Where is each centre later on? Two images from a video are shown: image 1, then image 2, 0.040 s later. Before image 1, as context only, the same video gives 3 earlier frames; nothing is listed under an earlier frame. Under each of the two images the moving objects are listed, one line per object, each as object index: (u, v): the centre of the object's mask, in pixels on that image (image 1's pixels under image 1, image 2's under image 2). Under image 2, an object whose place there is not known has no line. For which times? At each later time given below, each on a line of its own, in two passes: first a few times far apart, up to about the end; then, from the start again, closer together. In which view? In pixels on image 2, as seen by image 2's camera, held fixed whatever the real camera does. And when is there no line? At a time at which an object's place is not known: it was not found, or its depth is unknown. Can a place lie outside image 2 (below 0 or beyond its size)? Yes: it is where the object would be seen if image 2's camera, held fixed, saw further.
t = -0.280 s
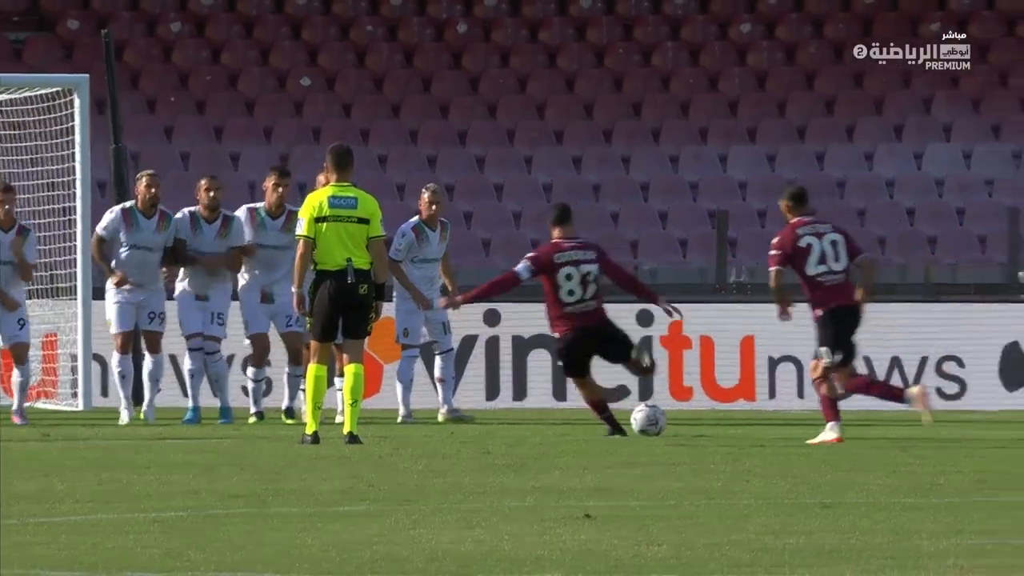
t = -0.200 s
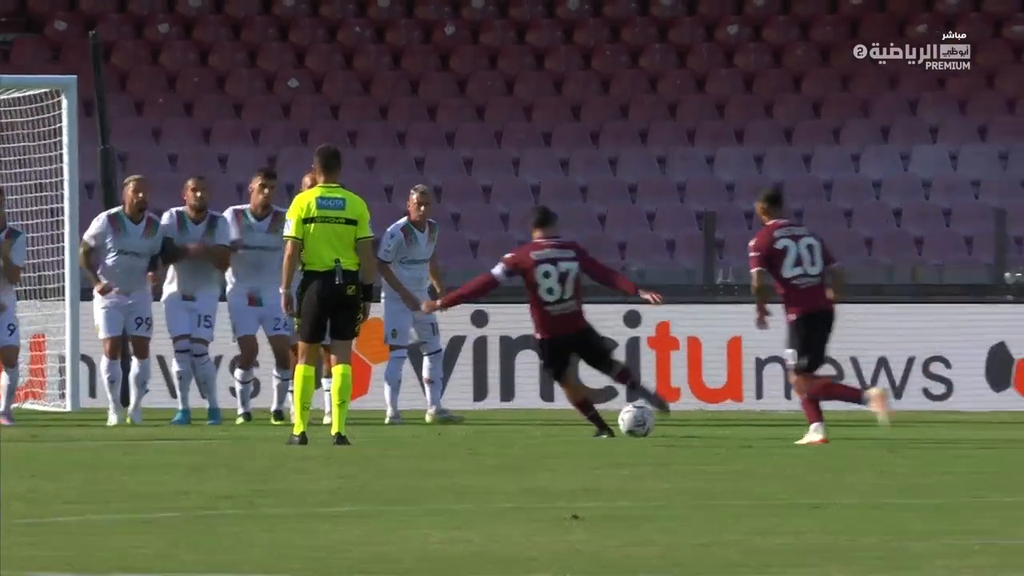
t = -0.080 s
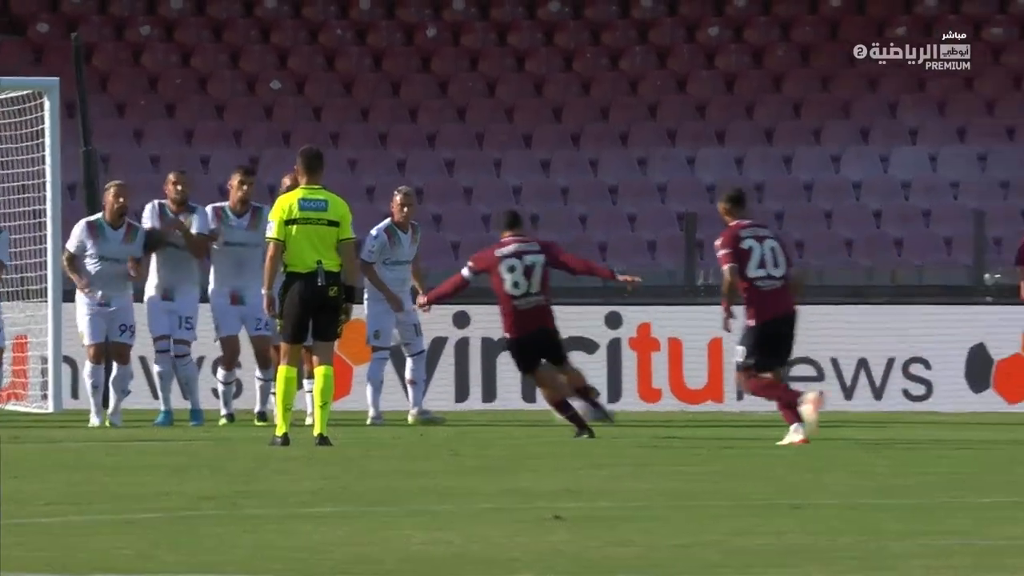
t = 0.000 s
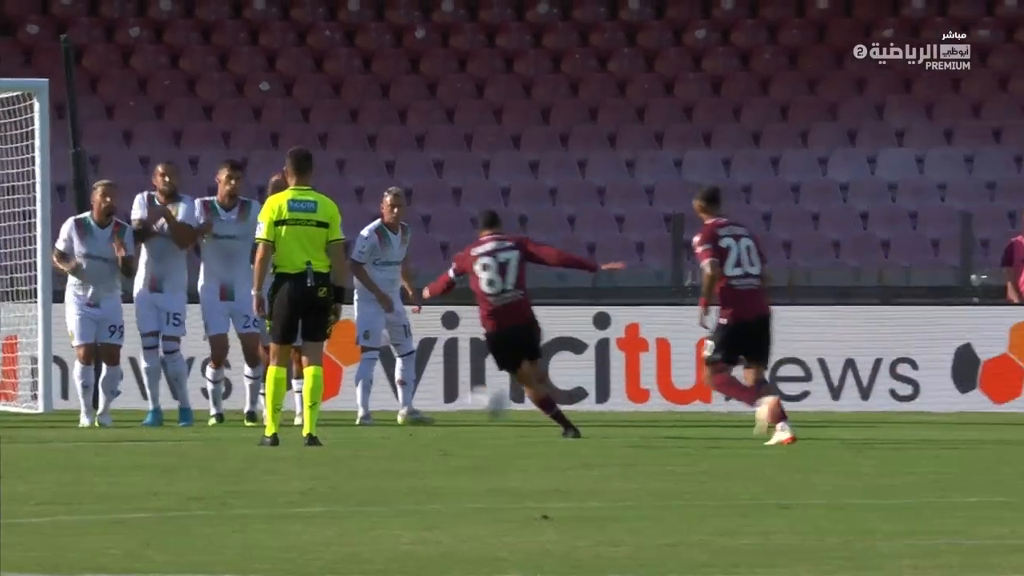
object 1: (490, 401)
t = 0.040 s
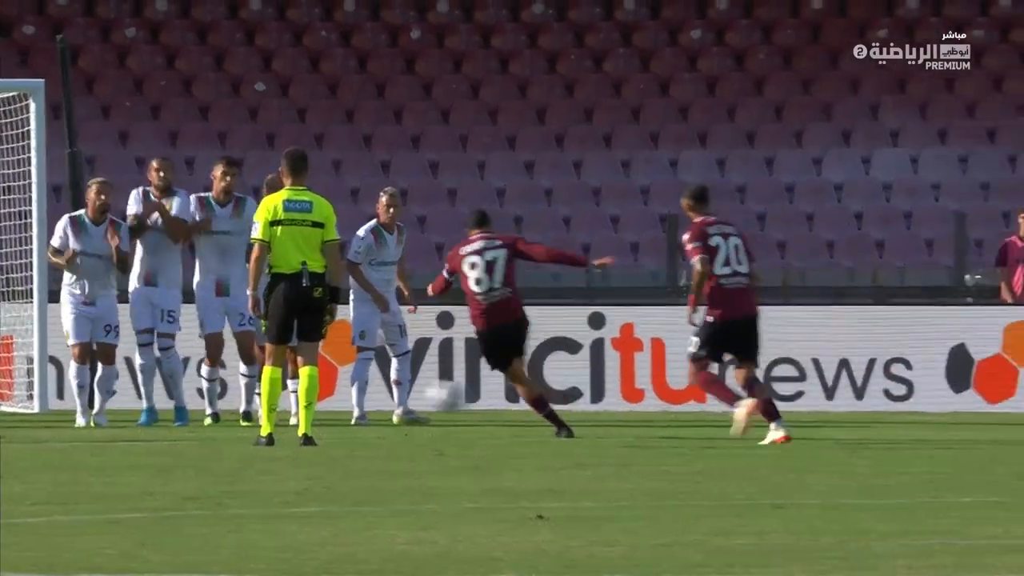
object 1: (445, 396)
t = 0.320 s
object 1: (190, 371)
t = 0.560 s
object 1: (-16, 358)
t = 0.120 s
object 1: (373, 387)
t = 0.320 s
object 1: (190, 371)
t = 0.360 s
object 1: (156, 370)
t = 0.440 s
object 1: (85, 363)
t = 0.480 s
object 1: (49, 362)
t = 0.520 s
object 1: (19, 359)
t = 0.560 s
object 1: (-16, 358)
